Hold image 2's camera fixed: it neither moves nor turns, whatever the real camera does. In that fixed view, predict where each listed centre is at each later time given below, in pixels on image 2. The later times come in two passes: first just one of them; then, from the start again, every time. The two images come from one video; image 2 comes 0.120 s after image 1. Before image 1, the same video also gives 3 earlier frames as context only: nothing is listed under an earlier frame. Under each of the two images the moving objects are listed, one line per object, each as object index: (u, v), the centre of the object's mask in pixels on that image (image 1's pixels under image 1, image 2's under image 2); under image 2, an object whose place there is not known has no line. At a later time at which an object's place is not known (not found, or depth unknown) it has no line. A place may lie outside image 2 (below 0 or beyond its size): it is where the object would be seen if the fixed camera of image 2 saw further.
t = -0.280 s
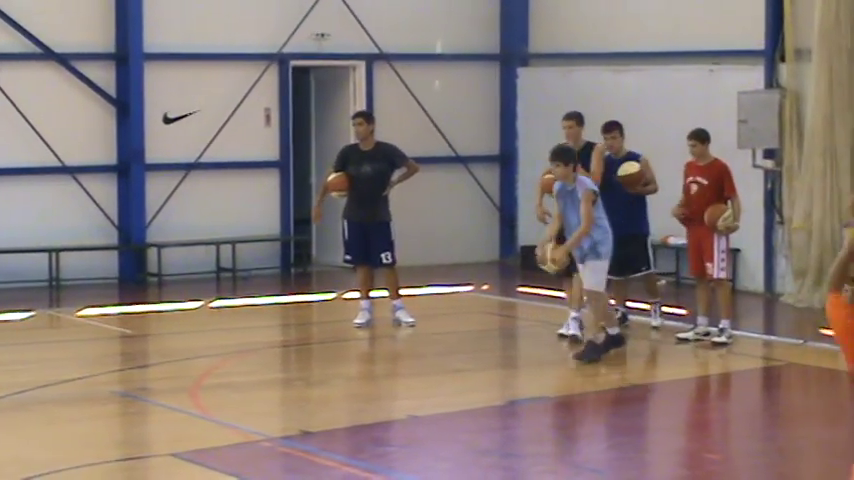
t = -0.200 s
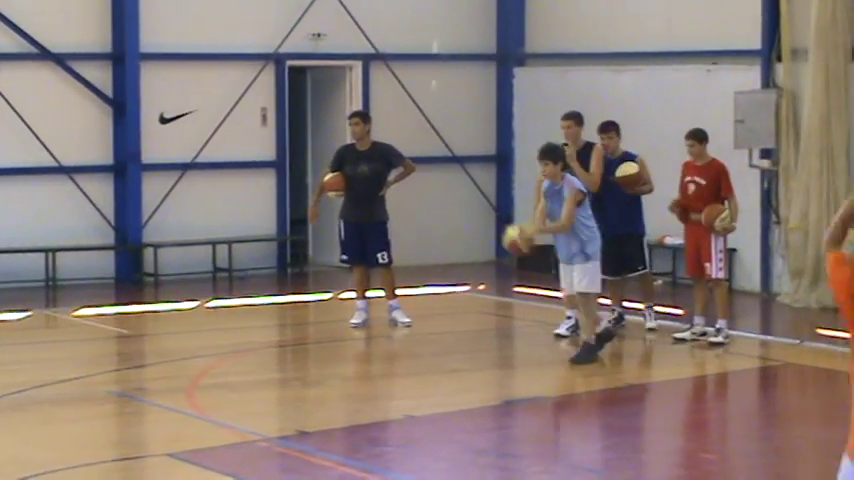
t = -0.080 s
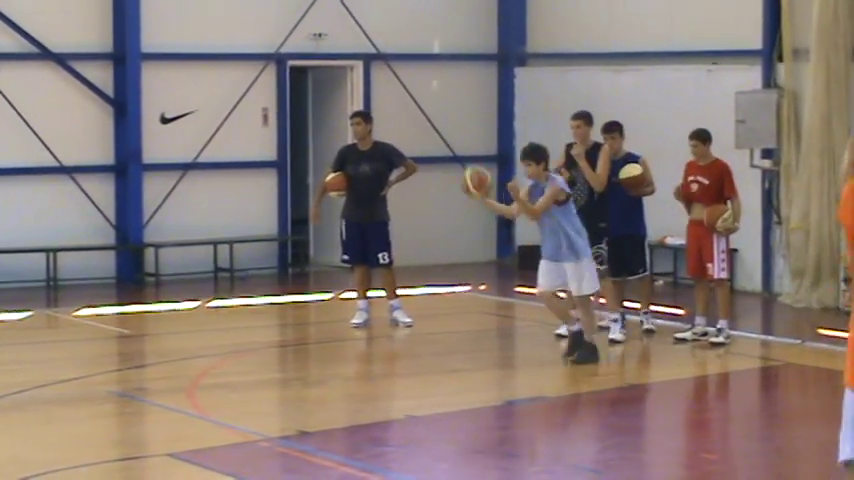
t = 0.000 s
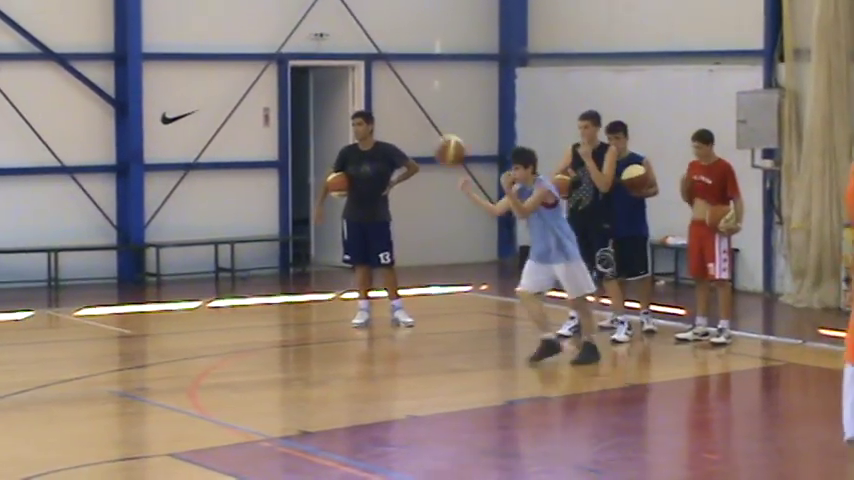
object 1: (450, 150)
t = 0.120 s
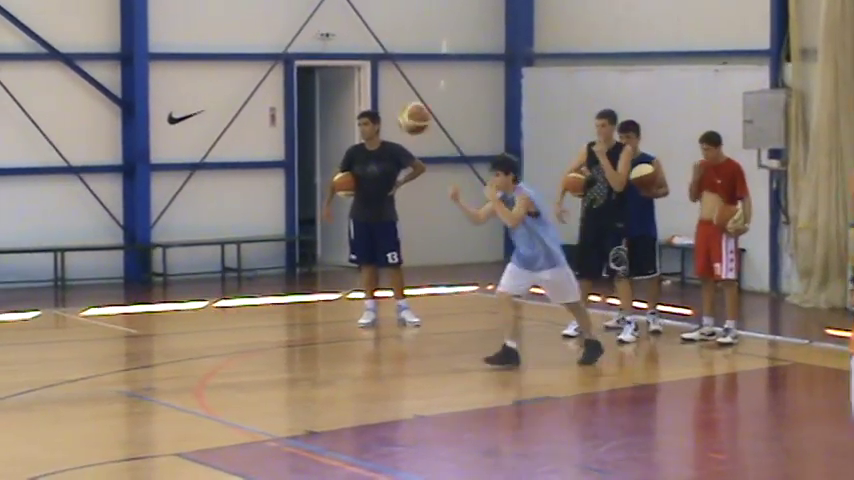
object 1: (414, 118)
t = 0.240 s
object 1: (371, 102)
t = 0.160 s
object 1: (400, 111)
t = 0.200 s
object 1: (385, 106)
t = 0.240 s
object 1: (371, 102)
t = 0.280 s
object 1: (356, 100)
